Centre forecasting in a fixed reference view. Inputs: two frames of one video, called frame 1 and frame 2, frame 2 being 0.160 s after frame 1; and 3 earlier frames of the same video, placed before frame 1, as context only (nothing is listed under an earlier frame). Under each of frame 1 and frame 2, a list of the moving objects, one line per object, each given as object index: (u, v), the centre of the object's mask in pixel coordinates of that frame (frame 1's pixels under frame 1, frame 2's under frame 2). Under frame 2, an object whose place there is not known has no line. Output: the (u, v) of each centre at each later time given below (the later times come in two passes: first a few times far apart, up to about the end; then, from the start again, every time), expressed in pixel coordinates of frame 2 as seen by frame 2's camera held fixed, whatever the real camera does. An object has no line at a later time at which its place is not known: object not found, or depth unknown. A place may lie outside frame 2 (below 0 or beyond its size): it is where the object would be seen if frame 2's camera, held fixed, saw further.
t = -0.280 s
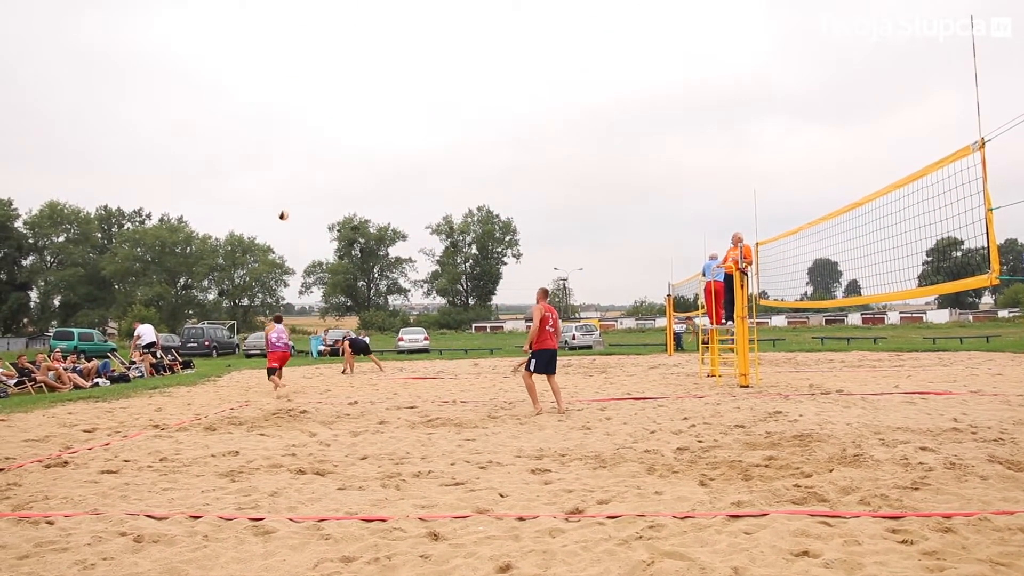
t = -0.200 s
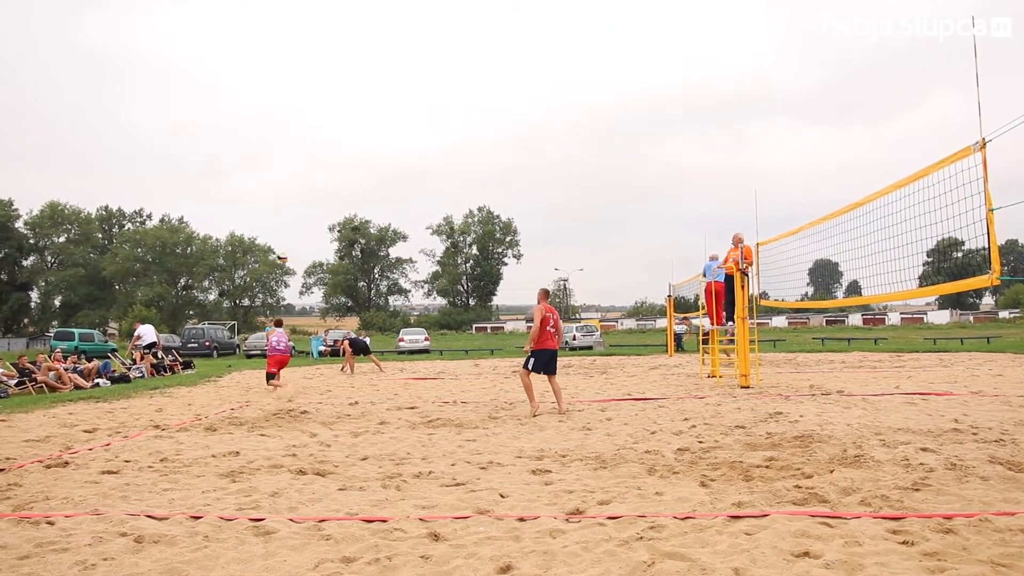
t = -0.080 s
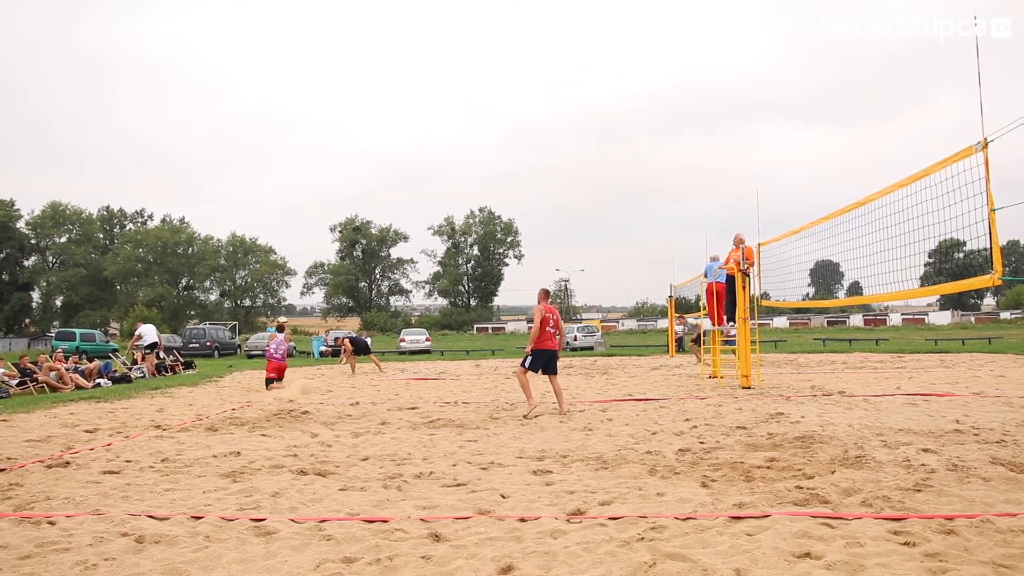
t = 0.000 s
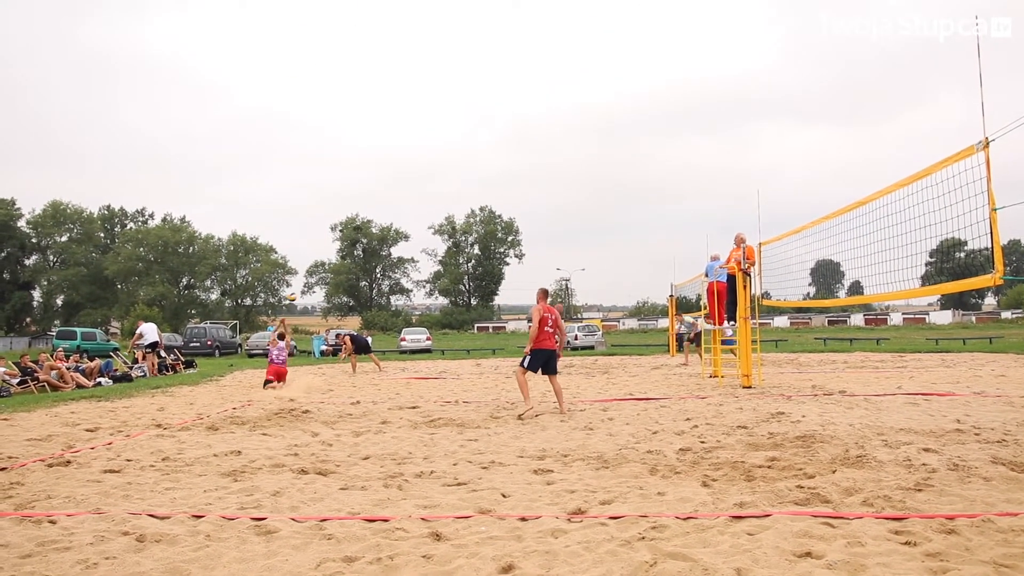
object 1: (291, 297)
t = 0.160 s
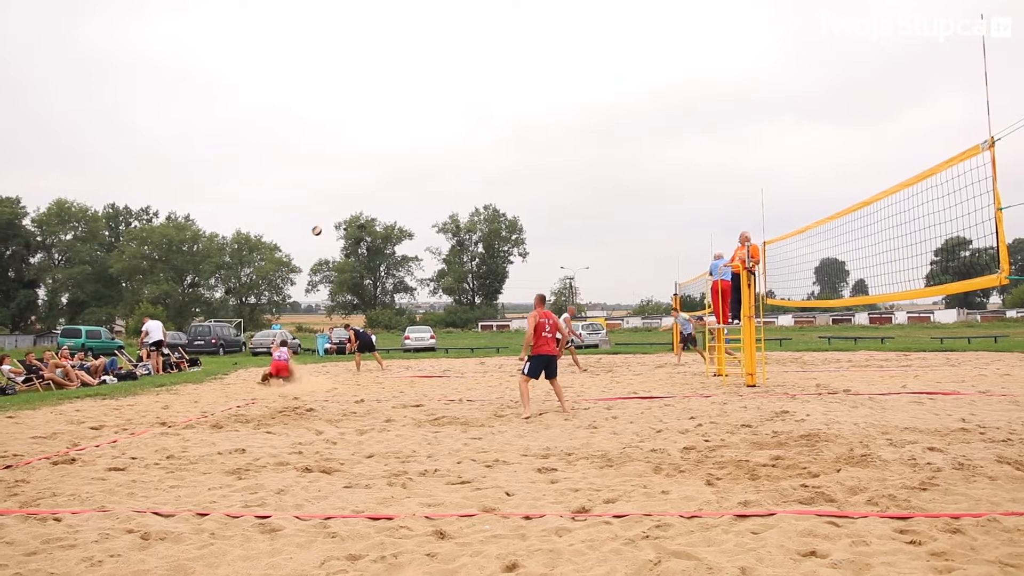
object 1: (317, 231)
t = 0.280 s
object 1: (333, 190)
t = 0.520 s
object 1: (364, 129)
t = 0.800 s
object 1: (399, 94)
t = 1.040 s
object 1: (429, 96)
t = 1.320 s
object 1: (461, 142)
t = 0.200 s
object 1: (322, 217)
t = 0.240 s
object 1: (328, 203)
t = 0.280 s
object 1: (333, 190)
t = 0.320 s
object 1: (338, 178)
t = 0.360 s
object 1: (343, 167)
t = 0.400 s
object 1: (348, 156)
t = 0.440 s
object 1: (354, 146)
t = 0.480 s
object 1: (359, 138)
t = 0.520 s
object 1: (364, 129)
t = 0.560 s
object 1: (369, 122)
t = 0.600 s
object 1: (374, 115)
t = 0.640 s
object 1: (379, 110)
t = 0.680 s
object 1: (384, 105)
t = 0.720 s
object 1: (389, 100)
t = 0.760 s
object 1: (394, 97)
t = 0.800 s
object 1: (399, 94)
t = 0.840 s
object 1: (405, 93)
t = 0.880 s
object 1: (410, 92)
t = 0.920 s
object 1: (415, 91)
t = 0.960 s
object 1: (420, 93)
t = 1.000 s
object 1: (425, 94)
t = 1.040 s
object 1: (429, 96)
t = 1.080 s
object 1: (434, 100)
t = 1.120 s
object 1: (438, 105)
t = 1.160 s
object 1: (443, 110)
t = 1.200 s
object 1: (448, 117)
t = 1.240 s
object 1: (452, 124)
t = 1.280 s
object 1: (456, 132)
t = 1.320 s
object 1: (461, 142)
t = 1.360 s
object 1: (464, 152)
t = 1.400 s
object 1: (468, 164)
